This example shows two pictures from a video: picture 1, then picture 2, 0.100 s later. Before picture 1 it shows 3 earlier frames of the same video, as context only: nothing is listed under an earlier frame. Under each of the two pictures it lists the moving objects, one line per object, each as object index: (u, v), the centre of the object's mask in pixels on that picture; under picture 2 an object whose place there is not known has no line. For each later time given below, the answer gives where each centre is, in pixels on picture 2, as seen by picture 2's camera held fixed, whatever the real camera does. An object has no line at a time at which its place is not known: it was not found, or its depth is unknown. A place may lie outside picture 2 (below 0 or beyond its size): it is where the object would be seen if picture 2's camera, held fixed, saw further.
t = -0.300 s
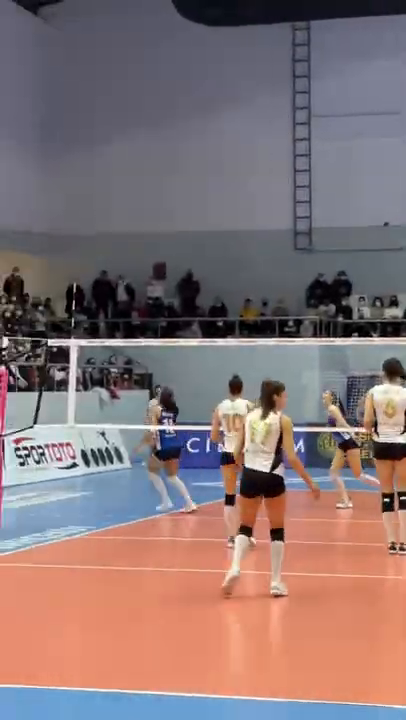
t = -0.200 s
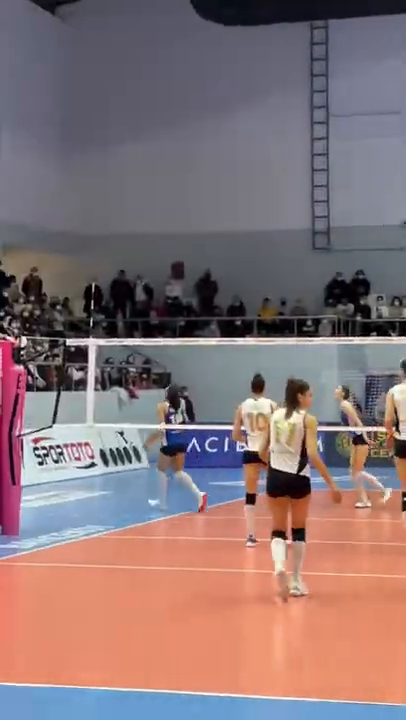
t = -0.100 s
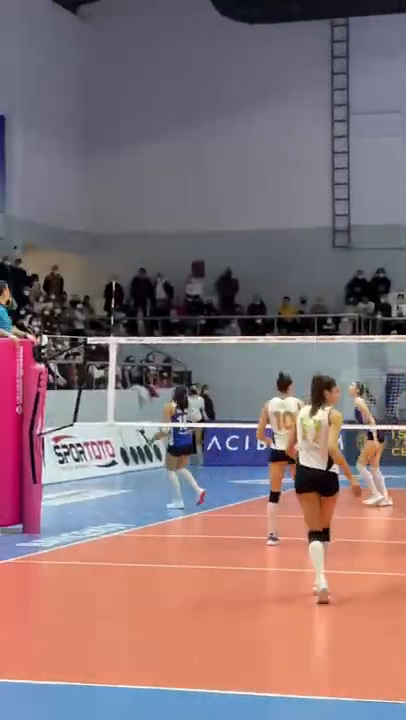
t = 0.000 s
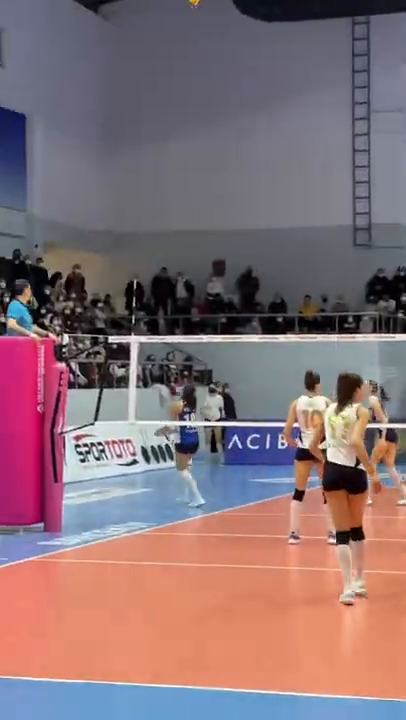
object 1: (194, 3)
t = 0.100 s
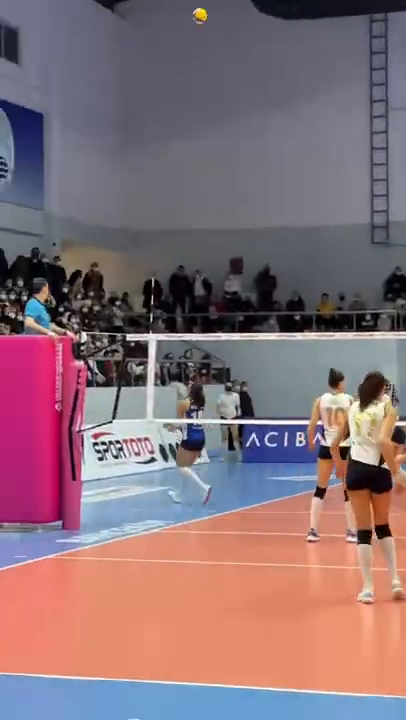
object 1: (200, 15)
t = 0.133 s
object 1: (195, 25)
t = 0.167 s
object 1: (189, 34)
